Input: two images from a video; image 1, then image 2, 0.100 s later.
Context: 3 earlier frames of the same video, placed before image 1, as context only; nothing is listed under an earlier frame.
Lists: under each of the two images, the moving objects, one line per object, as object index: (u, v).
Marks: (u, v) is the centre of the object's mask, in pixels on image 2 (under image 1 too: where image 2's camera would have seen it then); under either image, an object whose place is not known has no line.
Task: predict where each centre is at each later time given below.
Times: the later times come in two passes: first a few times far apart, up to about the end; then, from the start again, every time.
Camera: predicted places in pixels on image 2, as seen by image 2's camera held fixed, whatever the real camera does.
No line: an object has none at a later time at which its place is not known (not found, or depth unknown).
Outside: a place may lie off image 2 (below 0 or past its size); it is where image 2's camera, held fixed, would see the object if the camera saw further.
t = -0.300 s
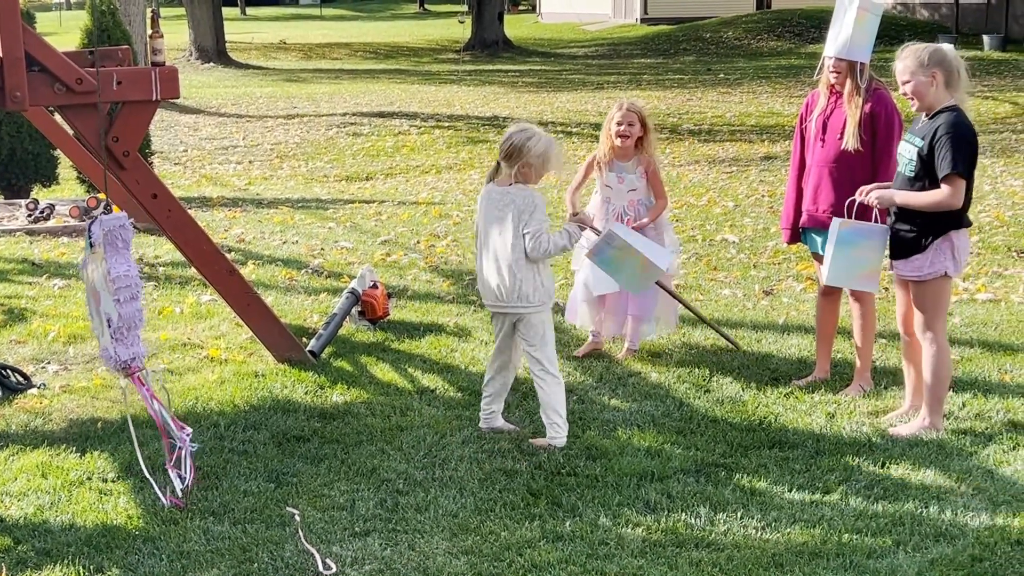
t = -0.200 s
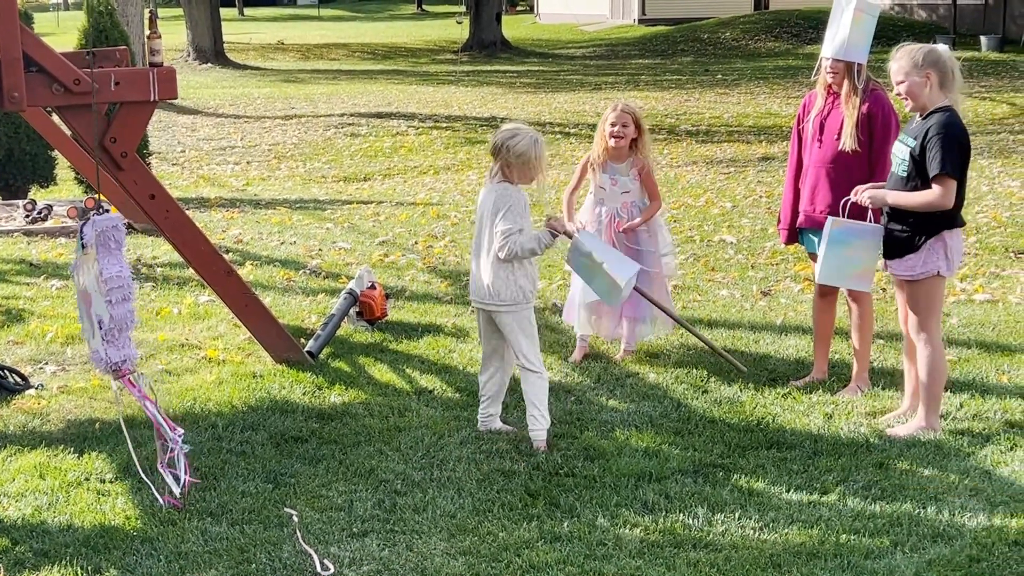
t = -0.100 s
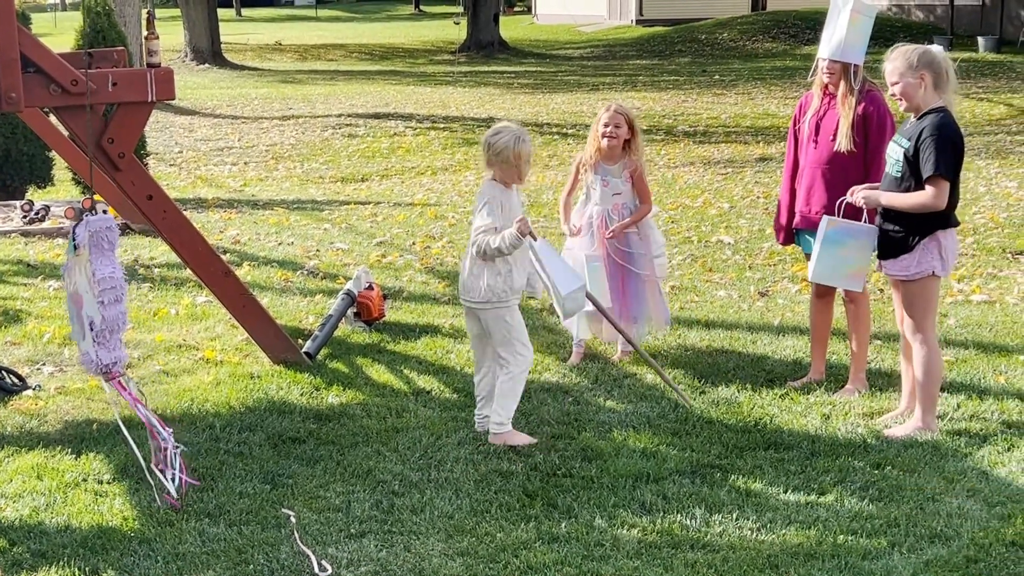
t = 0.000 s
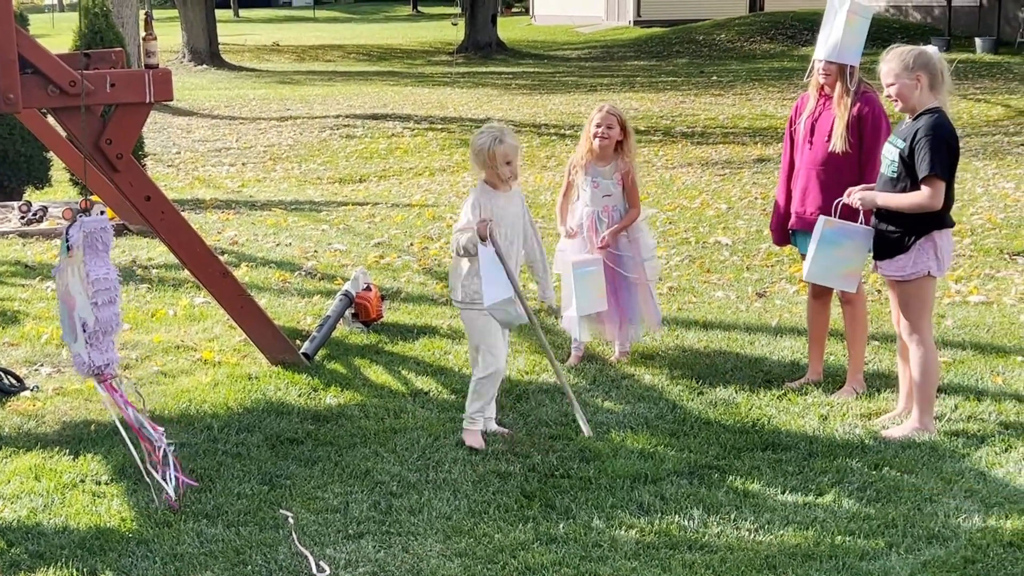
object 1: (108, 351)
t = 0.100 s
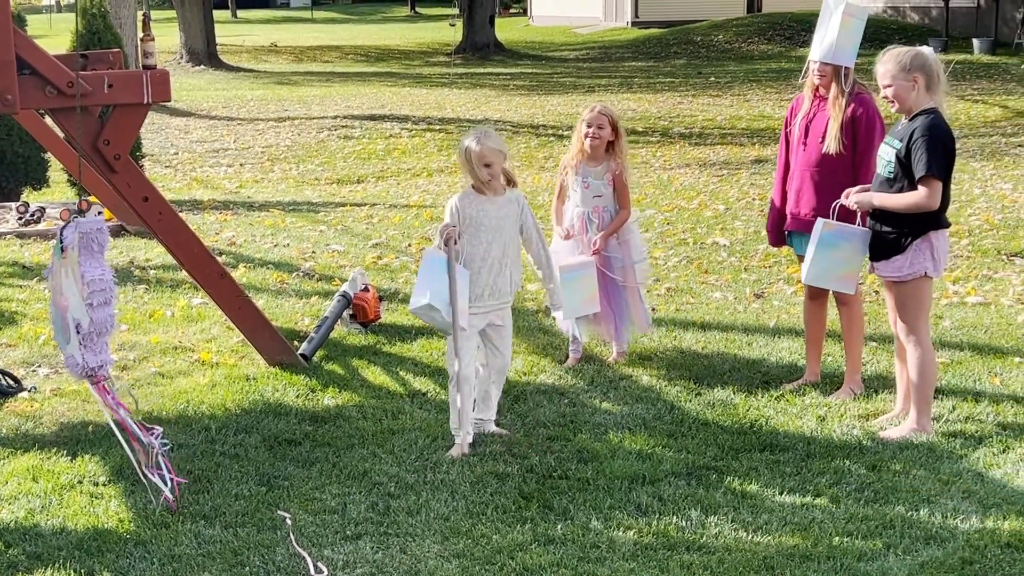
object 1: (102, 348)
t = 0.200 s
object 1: (98, 343)
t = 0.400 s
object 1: (94, 336)
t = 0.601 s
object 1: (97, 329)
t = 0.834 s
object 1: (109, 328)
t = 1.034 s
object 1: (120, 326)
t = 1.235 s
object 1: (130, 322)
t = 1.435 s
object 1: (135, 321)
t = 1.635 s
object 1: (134, 317)
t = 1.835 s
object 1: (130, 321)
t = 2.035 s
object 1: (122, 325)
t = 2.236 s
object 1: (115, 322)
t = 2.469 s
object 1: (109, 322)
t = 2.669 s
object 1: (109, 329)
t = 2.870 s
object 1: (109, 330)
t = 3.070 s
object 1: (111, 328)
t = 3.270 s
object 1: (116, 324)
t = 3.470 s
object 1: (124, 324)
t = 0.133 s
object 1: (101, 346)
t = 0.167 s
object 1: (99, 343)
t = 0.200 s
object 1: (98, 343)
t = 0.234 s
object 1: (97, 342)
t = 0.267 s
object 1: (96, 340)
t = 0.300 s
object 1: (95, 339)
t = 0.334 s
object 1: (95, 340)
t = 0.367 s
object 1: (94, 338)
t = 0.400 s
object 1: (94, 336)
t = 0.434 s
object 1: (94, 334)
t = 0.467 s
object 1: (94, 333)
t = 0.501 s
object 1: (94, 333)
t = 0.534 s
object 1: (95, 332)
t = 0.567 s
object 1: (96, 330)
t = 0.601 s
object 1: (97, 329)
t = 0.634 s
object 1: (98, 329)
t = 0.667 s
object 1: (100, 329)
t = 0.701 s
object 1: (102, 329)
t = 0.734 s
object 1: (104, 330)
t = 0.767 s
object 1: (105, 329)
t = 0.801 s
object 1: (107, 328)
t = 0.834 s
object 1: (109, 328)
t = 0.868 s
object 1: (111, 328)
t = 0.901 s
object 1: (113, 328)
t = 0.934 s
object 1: (115, 328)
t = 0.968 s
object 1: (117, 328)
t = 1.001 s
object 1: (119, 327)
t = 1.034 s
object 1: (120, 326)
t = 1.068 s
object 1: (122, 325)
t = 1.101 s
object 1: (124, 324)
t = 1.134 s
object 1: (125, 323)
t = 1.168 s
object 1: (127, 323)
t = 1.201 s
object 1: (129, 323)
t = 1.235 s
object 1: (130, 322)
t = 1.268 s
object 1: (131, 323)
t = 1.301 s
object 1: (132, 323)
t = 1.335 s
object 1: (133, 323)
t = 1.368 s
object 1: (134, 323)
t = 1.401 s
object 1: (135, 322)
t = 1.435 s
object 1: (135, 321)
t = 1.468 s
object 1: (135, 319)
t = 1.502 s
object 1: (135, 318)
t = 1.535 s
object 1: (135, 317)
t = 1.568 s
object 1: (135, 317)
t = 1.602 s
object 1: (134, 317)
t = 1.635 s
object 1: (134, 317)
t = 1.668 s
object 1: (134, 318)
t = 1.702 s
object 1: (133, 319)
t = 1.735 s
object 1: (133, 319)
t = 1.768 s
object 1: (132, 320)
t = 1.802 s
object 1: (131, 321)
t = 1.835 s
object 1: (130, 321)
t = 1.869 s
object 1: (129, 322)
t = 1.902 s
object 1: (128, 322)
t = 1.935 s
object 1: (126, 321)
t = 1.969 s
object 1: (124, 322)
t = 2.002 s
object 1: (124, 325)
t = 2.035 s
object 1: (122, 325)
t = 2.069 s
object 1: (121, 325)
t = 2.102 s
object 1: (119, 325)
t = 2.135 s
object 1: (118, 324)
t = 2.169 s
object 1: (117, 325)
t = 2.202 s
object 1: (116, 324)
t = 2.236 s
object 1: (115, 322)
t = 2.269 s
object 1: (114, 322)
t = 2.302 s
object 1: (112, 321)
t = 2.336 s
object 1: (111, 320)
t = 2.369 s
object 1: (110, 319)
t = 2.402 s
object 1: (110, 321)
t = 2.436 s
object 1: (110, 321)
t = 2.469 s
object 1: (109, 322)
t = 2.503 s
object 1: (109, 323)
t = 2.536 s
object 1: (109, 325)
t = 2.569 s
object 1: (109, 325)
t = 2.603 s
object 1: (108, 325)
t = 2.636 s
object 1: (109, 327)
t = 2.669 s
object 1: (109, 329)
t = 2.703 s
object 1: (109, 329)
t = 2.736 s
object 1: (109, 329)
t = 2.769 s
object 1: (109, 330)
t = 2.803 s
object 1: (109, 330)
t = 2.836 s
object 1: (109, 330)
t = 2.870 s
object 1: (109, 330)
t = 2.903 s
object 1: (109, 331)
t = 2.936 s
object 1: (110, 330)
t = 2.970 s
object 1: (110, 330)
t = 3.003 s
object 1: (111, 329)
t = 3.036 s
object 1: (111, 328)
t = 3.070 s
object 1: (111, 328)
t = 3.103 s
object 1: (112, 327)
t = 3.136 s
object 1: (113, 327)
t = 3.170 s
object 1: (114, 326)
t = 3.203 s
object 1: (115, 325)
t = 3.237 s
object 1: (115, 325)
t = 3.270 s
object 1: (116, 324)
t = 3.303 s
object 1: (118, 323)
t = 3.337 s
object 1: (118, 320)
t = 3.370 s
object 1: (120, 323)
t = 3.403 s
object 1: (121, 323)
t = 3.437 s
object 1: (123, 324)
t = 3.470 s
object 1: (124, 324)
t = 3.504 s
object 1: (123, 318)
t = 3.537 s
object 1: (124, 317)
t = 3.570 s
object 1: (126, 318)
